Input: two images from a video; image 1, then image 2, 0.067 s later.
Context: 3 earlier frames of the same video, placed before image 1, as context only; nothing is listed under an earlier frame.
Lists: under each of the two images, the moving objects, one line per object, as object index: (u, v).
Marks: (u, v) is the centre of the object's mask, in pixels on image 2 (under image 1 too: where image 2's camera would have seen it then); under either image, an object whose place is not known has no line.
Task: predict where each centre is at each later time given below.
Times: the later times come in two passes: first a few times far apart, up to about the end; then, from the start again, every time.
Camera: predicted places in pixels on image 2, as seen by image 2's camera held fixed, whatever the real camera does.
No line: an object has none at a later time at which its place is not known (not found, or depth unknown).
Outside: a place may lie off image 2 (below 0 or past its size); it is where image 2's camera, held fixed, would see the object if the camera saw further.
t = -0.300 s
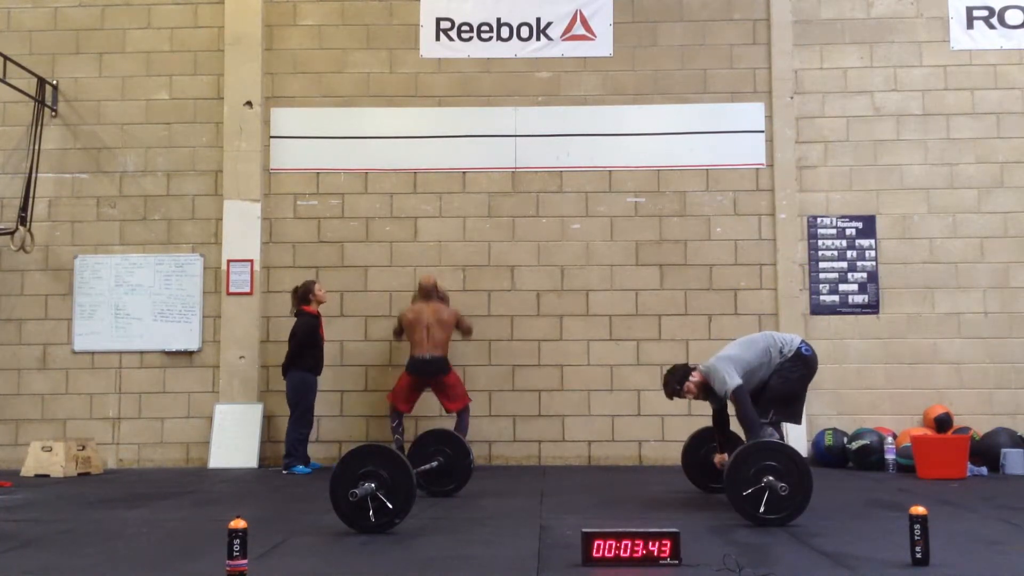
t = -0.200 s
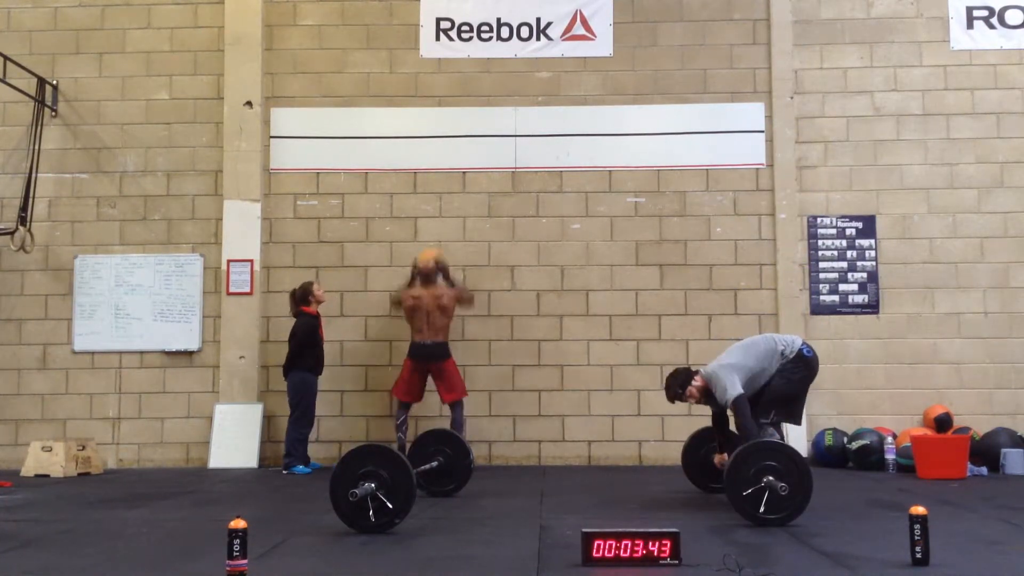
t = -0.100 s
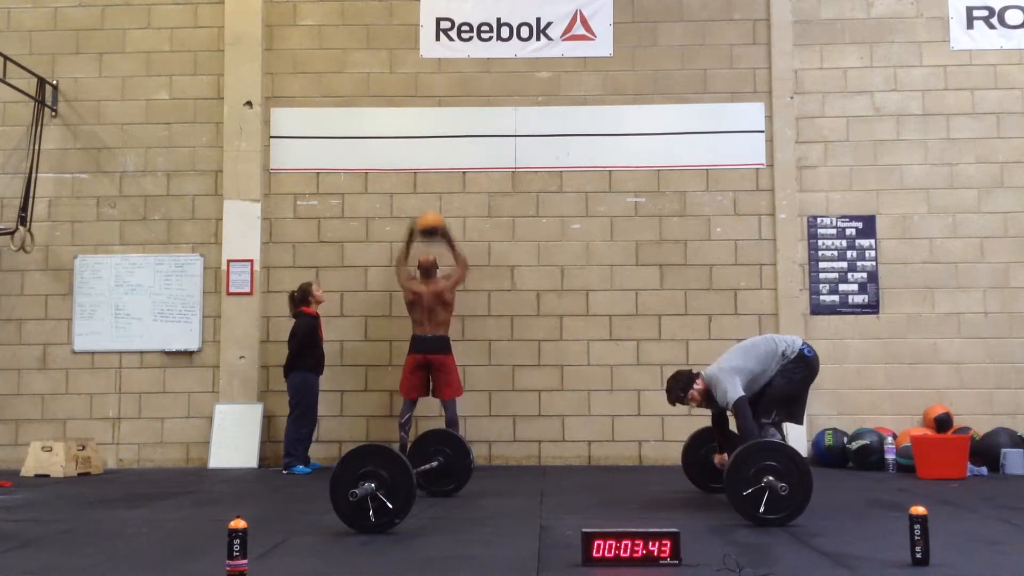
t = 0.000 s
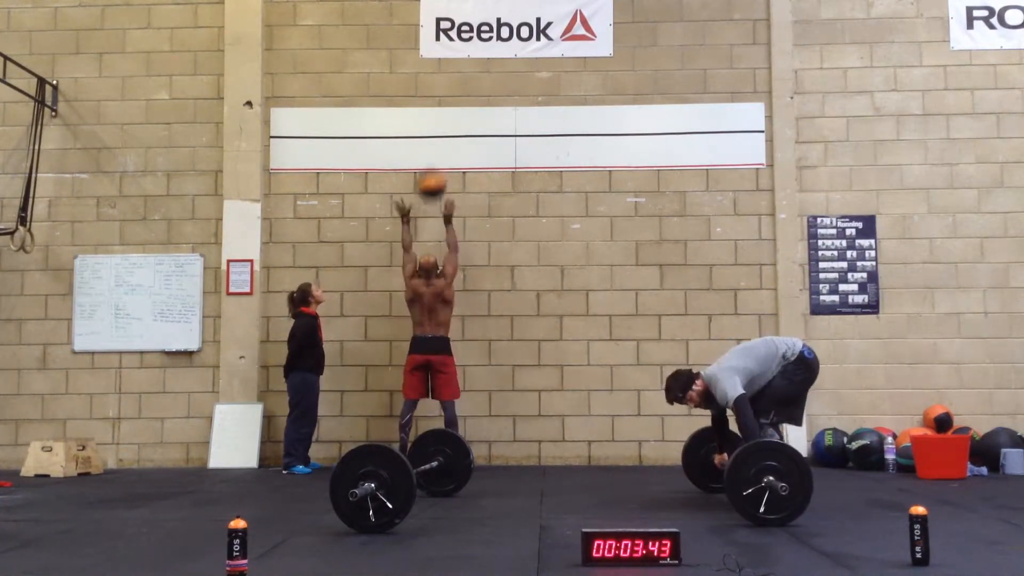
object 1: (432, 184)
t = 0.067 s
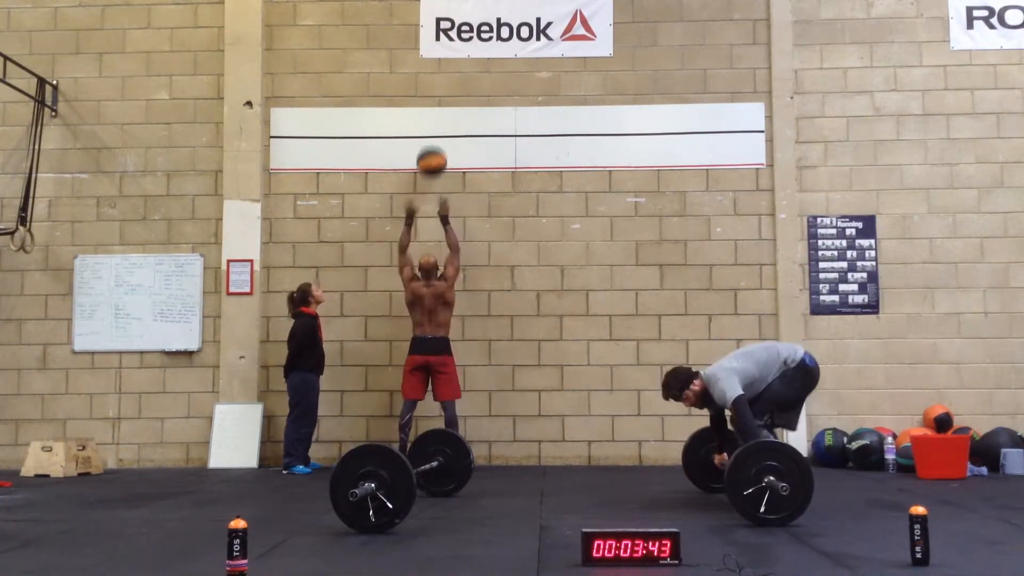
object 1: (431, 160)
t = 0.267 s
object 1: (433, 123)
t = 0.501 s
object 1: (434, 130)
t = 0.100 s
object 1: (432, 152)
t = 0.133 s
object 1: (432, 143)
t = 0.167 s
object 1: (432, 136)
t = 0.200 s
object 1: (433, 130)
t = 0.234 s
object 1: (433, 126)
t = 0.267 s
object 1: (433, 123)
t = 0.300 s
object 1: (434, 120)
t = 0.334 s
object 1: (434, 119)
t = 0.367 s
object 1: (434, 119)
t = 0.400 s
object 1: (434, 120)
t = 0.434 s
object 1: (434, 122)
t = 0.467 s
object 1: (434, 125)
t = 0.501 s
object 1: (434, 130)
